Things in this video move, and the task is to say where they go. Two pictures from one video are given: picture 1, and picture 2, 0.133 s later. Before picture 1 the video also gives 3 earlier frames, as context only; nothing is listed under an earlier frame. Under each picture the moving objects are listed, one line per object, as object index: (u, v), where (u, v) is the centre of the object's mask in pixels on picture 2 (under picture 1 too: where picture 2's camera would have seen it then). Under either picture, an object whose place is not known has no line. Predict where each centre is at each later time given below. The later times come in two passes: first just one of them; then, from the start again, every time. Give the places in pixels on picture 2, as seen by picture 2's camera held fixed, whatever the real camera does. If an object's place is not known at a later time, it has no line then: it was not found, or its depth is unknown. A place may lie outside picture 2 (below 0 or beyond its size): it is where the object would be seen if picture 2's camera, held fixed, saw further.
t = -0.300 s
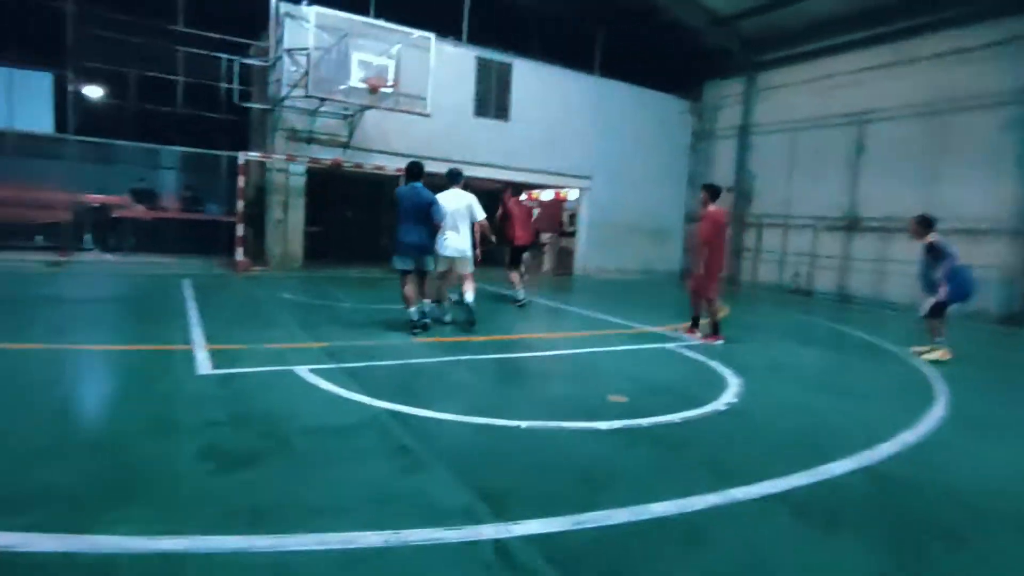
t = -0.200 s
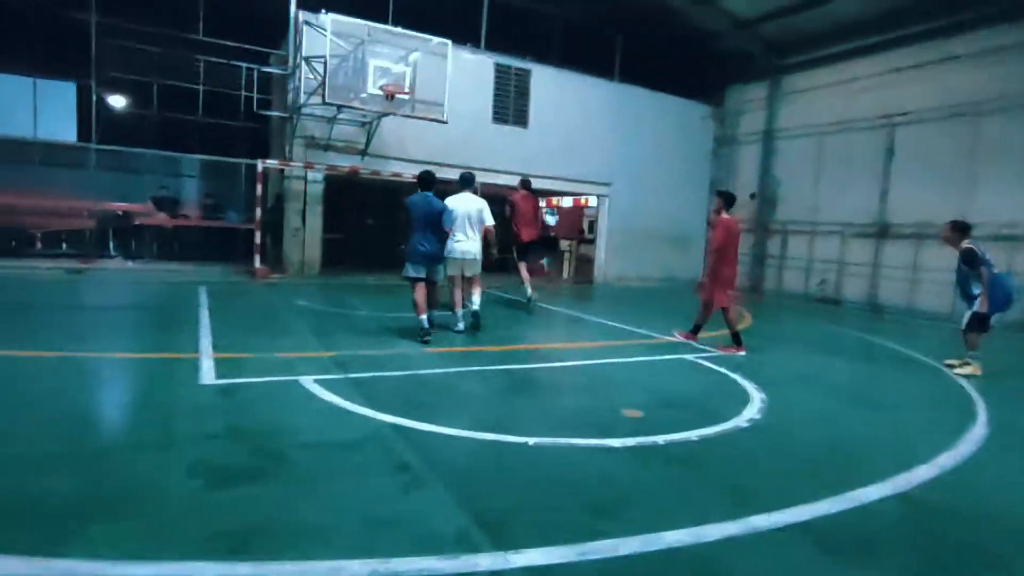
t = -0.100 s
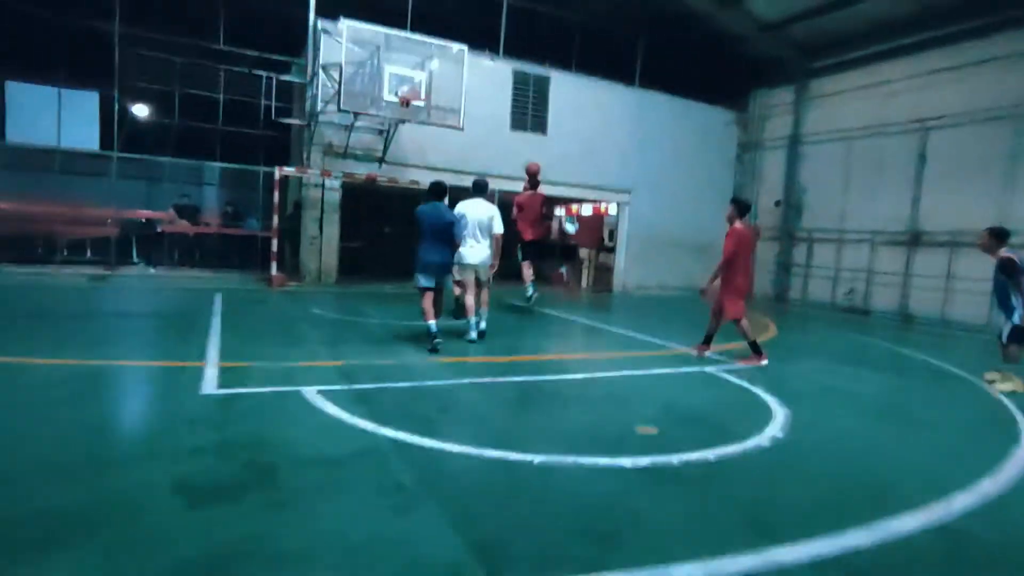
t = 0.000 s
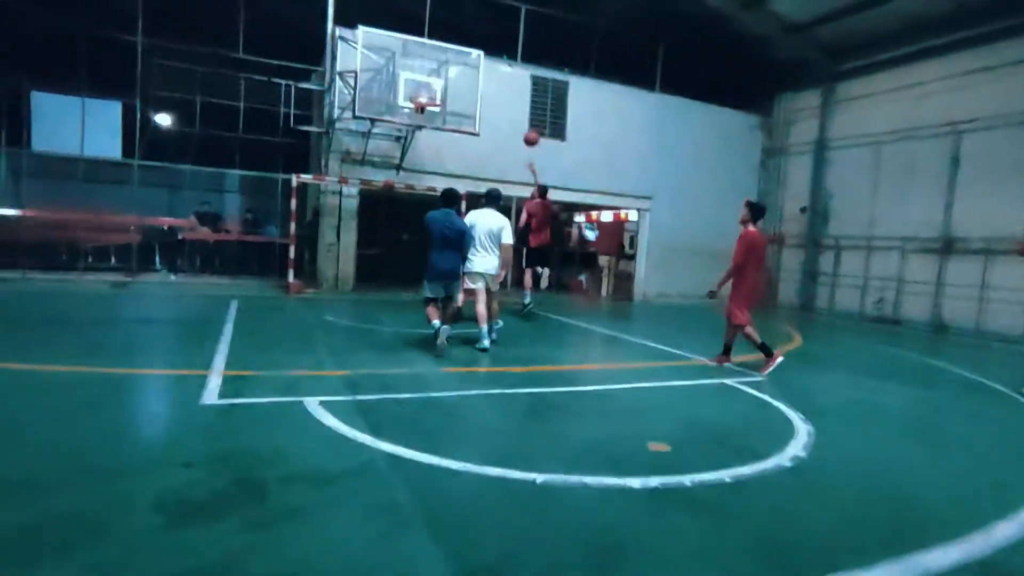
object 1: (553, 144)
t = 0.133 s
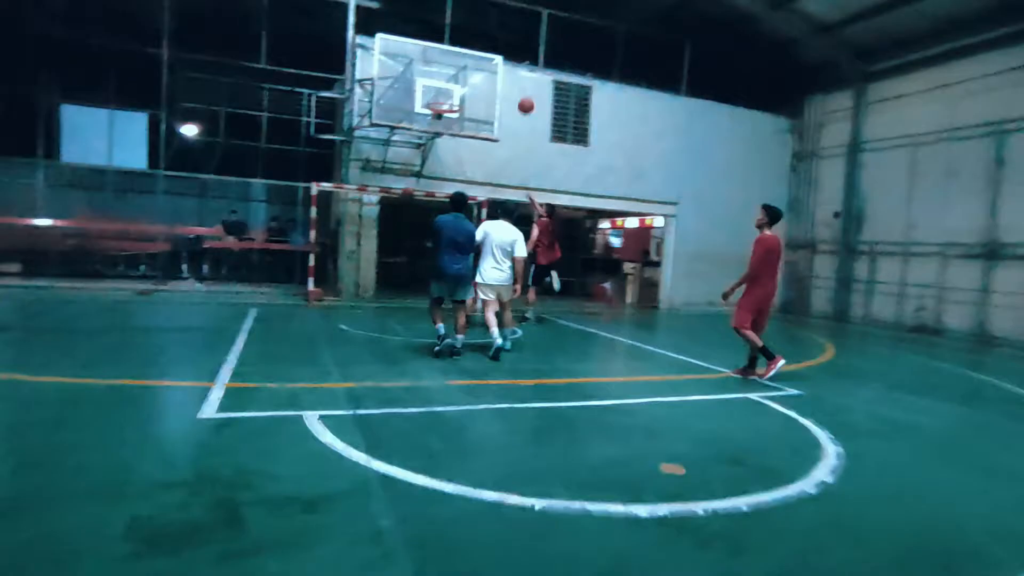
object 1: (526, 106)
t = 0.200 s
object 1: (512, 91)
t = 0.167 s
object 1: (519, 98)
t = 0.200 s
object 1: (512, 91)
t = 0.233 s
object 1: (506, 85)
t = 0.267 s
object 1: (507, 82)
